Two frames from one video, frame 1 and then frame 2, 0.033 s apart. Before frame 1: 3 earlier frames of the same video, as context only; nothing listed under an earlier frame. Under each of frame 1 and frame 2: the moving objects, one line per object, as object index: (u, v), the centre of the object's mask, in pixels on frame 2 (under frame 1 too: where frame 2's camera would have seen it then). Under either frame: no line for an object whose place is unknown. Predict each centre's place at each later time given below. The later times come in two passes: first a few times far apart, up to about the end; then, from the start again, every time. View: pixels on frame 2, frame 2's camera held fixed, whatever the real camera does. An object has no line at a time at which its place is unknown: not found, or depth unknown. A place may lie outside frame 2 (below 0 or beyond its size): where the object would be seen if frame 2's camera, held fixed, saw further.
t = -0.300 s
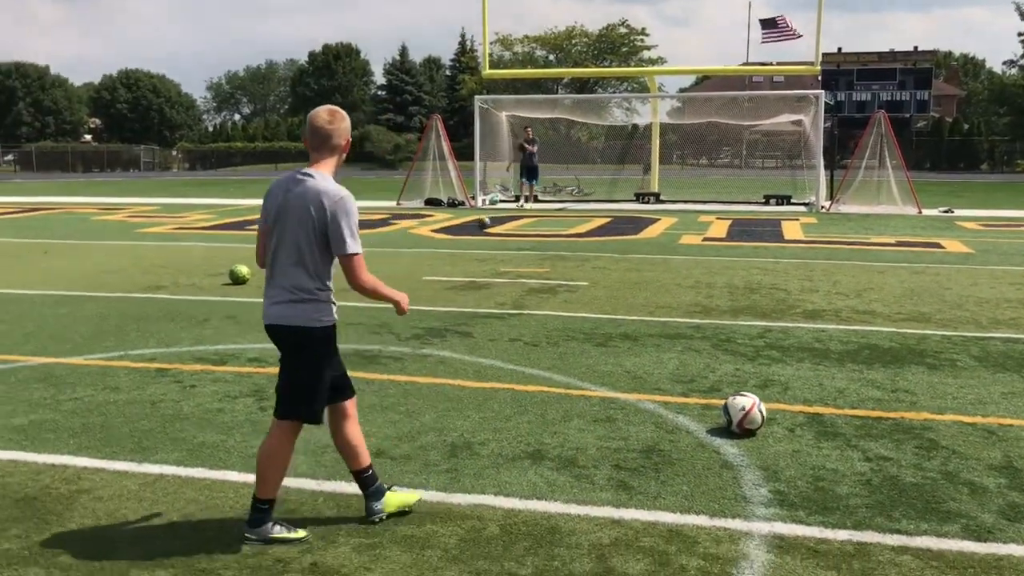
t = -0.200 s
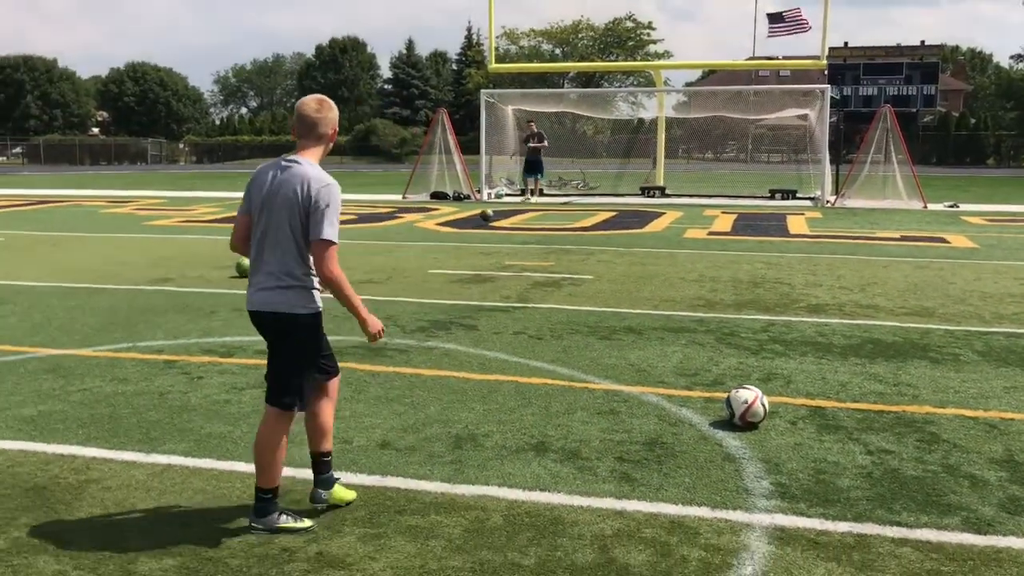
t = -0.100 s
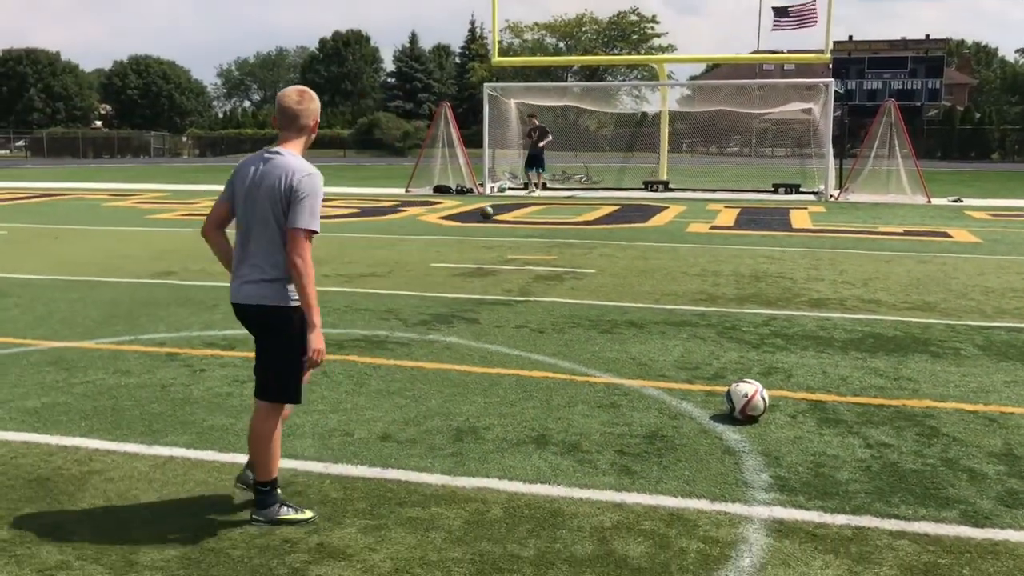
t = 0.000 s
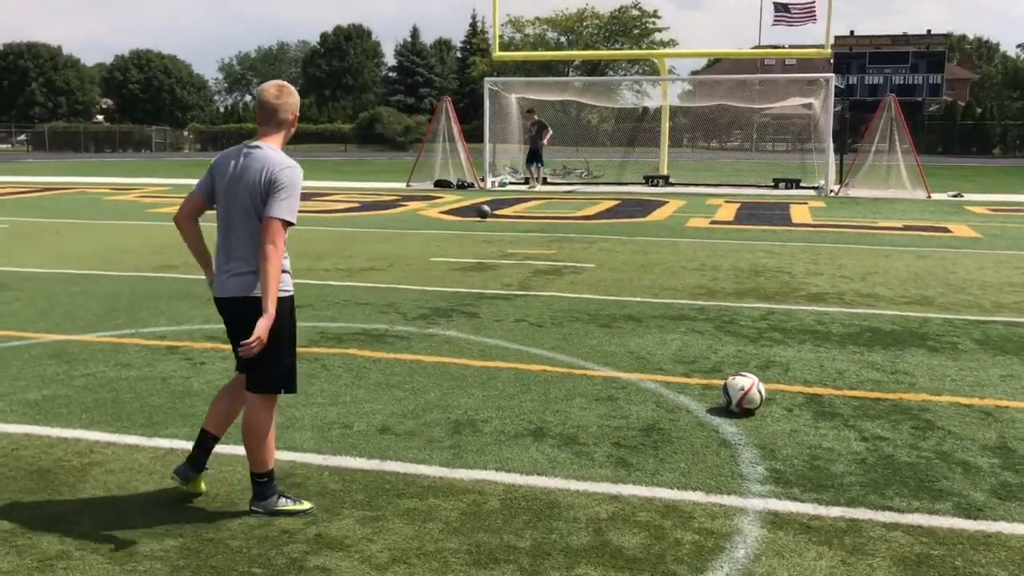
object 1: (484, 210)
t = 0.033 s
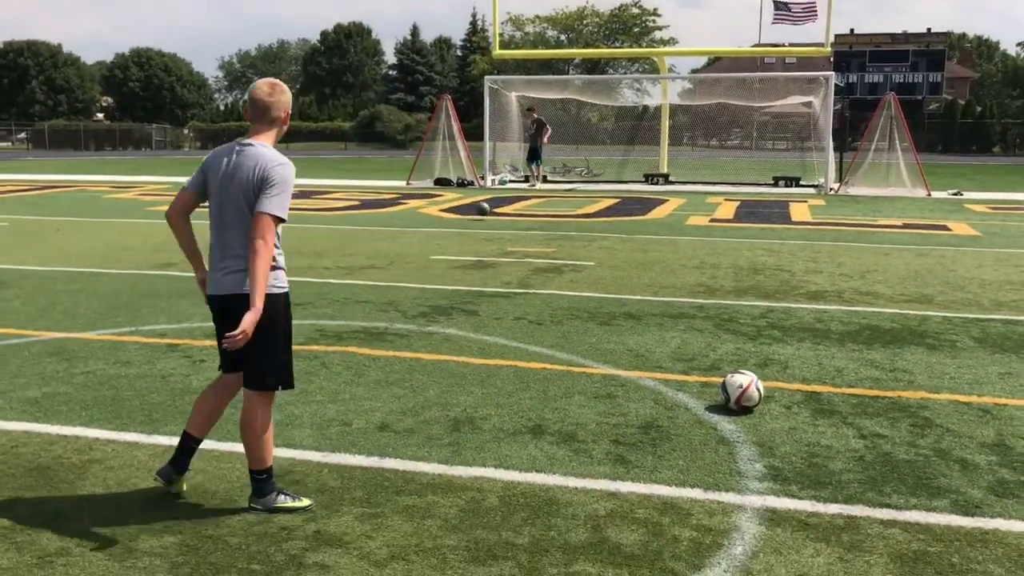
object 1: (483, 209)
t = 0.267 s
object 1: (473, 220)
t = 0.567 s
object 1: (463, 231)
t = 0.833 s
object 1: (454, 245)
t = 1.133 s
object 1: (441, 264)
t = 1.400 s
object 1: (428, 283)
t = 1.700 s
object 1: (412, 310)
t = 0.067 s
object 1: (481, 209)
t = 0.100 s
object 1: (480, 209)
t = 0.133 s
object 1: (479, 210)
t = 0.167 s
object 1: (477, 212)
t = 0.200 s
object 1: (476, 216)
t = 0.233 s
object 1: (474, 219)
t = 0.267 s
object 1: (473, 220)
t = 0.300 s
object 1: (472, 220)
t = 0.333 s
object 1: (470, 220)
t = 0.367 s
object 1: (469, 221)
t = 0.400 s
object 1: (468, 223)
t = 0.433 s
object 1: (467, 226)
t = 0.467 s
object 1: (467, 229)
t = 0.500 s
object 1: (465, 229)
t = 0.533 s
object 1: (464, 229)
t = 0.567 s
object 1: (463, 231)
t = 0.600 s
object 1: (462, 233)
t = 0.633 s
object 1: (461, 236)
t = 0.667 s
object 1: (460, 237)
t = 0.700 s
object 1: (459, 238)
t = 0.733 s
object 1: (458, 241)
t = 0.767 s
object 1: (457, 242)
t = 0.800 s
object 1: (456, 244)
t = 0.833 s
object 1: (454, 245)
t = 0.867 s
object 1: (453, 246)
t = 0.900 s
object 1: (452, 248)
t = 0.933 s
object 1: (450, 250)
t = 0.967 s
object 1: (449, 253)
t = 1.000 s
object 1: (448, 254)
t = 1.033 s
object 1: (446, 255)
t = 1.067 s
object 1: (445, 257)
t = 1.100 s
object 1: (443, 261)
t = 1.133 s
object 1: (441, 264)
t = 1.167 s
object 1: (440, 265)
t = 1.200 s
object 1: (438, 267)
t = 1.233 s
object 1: (437, 271)
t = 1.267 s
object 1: (435, 273)
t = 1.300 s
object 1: (433, 273)
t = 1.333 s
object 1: (431, 275)
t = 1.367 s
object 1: (430, 278)
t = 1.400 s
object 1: (428, 283)
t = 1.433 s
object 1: (426, 285)
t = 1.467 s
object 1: (424, 287)
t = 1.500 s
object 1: (423, 289)
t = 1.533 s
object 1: (421, 293)
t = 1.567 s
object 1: (419, 297)
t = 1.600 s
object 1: (417, 298)
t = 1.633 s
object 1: (415, 300)
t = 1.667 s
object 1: (413, 304)
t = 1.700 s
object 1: (412, 310)
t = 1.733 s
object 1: (410, 312)
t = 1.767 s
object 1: (407, 313)
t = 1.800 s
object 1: (405, 316)
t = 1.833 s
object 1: (402, 321)
